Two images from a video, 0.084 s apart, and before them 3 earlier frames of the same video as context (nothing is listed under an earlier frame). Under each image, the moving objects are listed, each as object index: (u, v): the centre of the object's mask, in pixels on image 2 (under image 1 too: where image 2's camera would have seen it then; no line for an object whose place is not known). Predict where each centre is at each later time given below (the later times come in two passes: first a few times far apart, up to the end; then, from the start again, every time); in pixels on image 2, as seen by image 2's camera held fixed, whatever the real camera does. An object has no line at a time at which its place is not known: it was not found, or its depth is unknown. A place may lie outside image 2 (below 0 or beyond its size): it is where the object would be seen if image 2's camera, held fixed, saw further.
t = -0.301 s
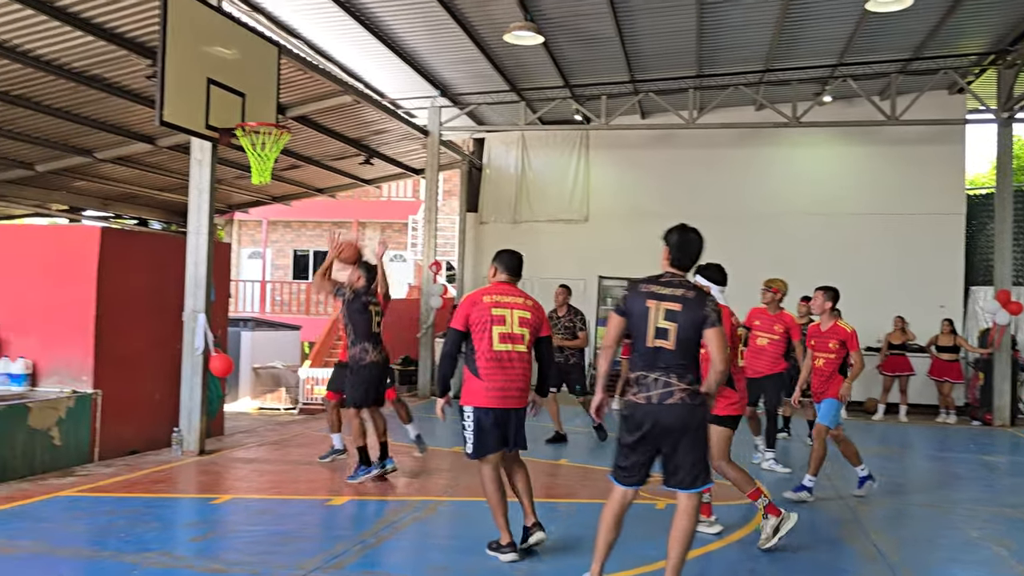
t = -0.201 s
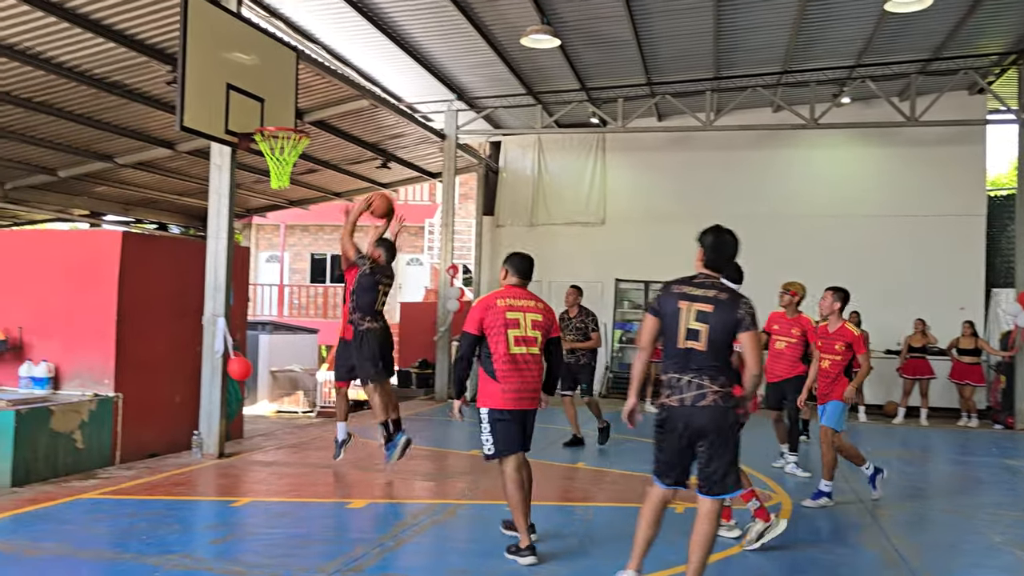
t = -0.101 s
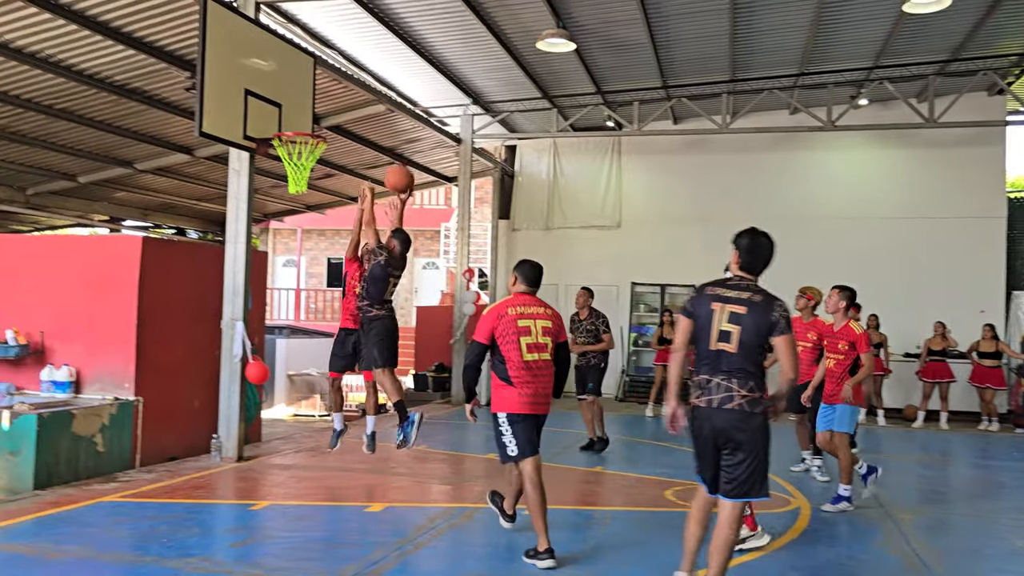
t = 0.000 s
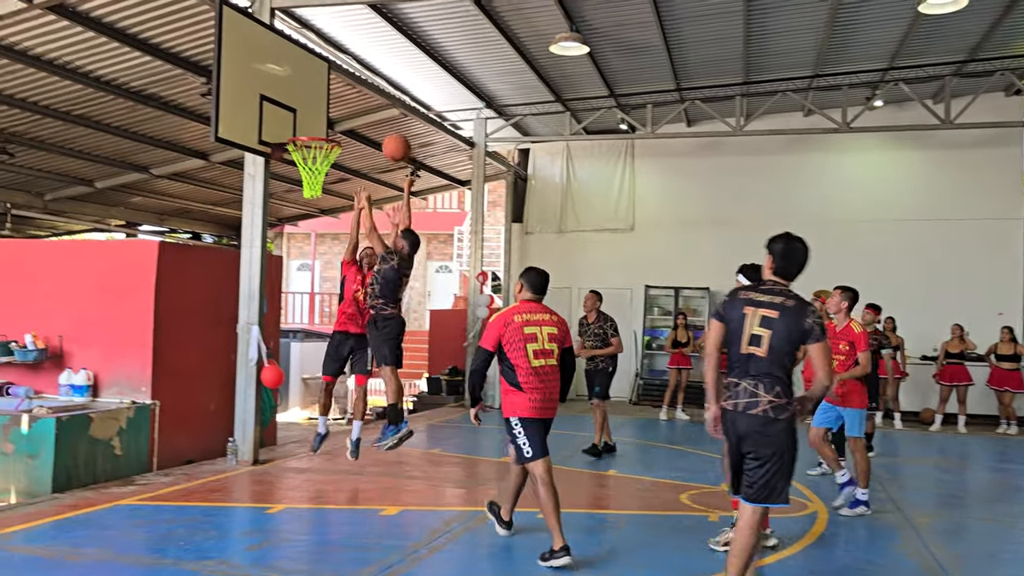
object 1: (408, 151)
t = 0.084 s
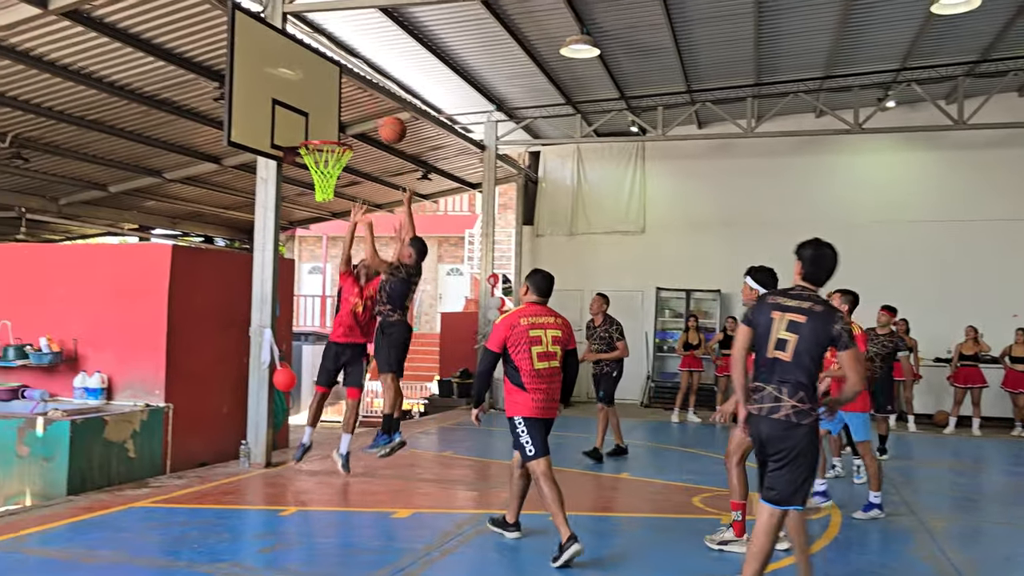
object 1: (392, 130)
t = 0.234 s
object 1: (364, 113)
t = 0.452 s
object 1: (326, 132)
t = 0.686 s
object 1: (315, 116)
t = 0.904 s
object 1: (304, 122)
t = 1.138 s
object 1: (285, 135)
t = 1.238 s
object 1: (276, 160)
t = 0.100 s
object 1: (389, 127)
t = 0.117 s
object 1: (386, 124)
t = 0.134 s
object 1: (383, 122)
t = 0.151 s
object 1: (380, 120)
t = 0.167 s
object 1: (377, 118)
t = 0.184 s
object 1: (373, 116)
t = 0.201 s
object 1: (370, 115)
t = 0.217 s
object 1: (368, 114)
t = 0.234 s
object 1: (364, 113)
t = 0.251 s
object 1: (362, 113)
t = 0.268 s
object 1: (358, 114)
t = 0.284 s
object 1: (355, 114)
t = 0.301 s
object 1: (352, 115)
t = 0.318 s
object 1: (350, 116)
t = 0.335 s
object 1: (347, 117)
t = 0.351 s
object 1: (344, 118)
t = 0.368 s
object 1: (341, 120)
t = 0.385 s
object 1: (338, 122)
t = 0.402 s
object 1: (336, 125)
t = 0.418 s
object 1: (333, 128)
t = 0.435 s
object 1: (330, 130)
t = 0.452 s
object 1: (326, 132)
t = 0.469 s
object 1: (324, 134)
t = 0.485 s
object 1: (323, 134)
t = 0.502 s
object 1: (322, 132)
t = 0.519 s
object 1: (322, 130)
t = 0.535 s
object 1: (321, 128)
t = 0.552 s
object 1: (321, 126)
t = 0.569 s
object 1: (320, 124)
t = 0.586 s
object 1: (319, 122)
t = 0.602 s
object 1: (319, 120)
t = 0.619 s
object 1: (318, 118)
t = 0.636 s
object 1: (317, 117)
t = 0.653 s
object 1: (316, 117)
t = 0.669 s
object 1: (316, 116)
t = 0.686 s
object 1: (315, 116)
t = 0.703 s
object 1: (314, 116)
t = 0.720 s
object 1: (314, 116)
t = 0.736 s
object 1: (314, 116)
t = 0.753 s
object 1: (313, 118)
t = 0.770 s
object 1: (312, 119)
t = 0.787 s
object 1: (311, 121)
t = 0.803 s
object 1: (310, 123)
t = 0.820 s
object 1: (309, 126)
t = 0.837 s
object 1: (309, 127)
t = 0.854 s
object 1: (307, 126)
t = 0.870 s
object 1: (306, 125)
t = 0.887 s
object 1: (305, 123)
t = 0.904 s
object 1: (304, 122)
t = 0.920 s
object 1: (302, 121)
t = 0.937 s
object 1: (301, 121)
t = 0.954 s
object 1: (300, 120)
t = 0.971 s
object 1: (298, 120)
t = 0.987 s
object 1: (297, 120)
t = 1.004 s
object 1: (297, 120)
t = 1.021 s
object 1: (295, 121)
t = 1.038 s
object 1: (294, 122)
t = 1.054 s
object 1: (293, 123)
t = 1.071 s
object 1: (291, 125)
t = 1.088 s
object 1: (290, 127)
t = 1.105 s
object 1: (288, 129)
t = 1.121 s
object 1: (286, 132)
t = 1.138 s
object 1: (285, 135)
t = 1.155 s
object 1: (283, 138)
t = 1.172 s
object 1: (281, 142)
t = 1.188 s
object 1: (280, 147)
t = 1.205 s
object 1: (279, 152)
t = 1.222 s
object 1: (278, 156)
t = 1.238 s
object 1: (276, 160)
